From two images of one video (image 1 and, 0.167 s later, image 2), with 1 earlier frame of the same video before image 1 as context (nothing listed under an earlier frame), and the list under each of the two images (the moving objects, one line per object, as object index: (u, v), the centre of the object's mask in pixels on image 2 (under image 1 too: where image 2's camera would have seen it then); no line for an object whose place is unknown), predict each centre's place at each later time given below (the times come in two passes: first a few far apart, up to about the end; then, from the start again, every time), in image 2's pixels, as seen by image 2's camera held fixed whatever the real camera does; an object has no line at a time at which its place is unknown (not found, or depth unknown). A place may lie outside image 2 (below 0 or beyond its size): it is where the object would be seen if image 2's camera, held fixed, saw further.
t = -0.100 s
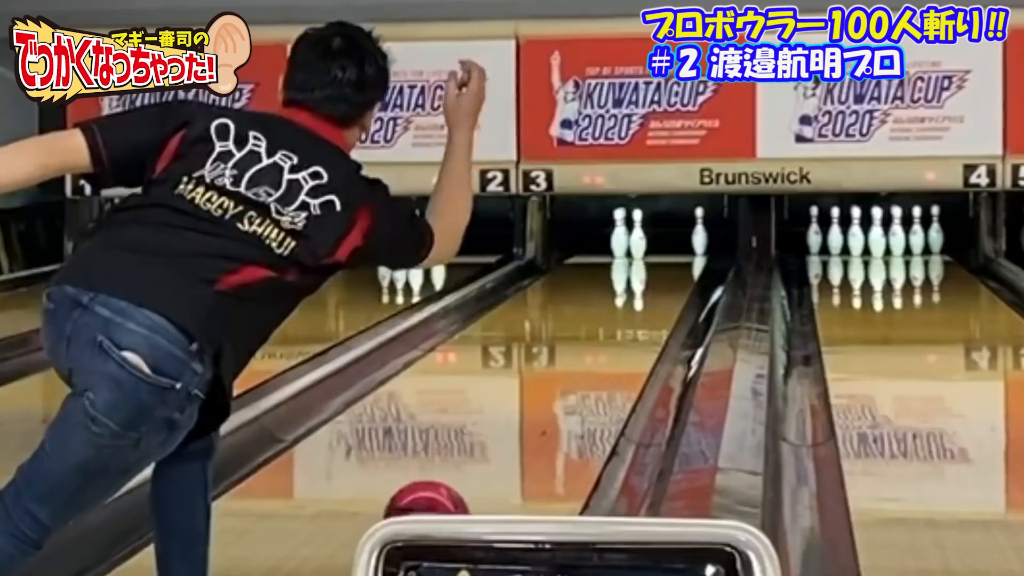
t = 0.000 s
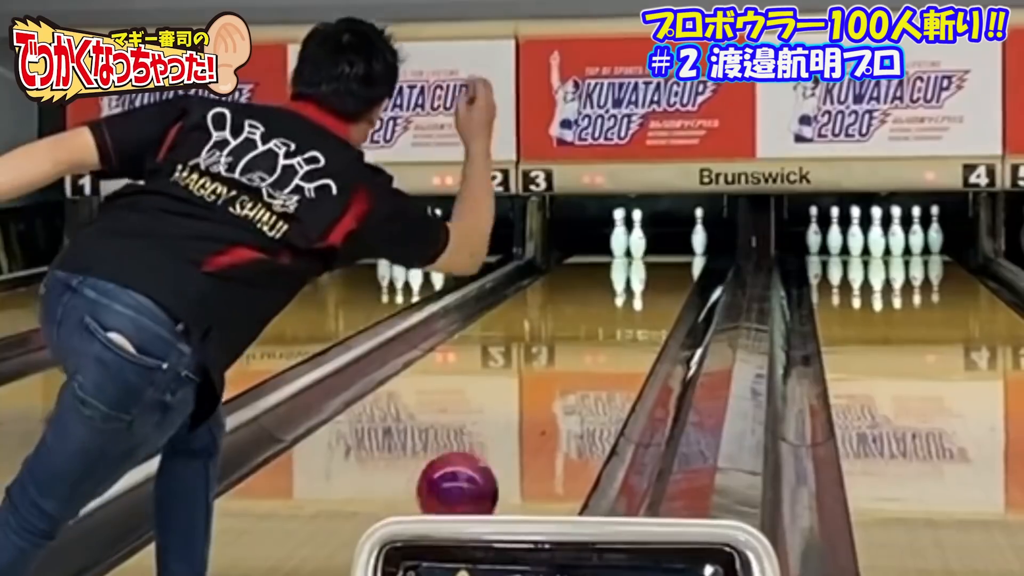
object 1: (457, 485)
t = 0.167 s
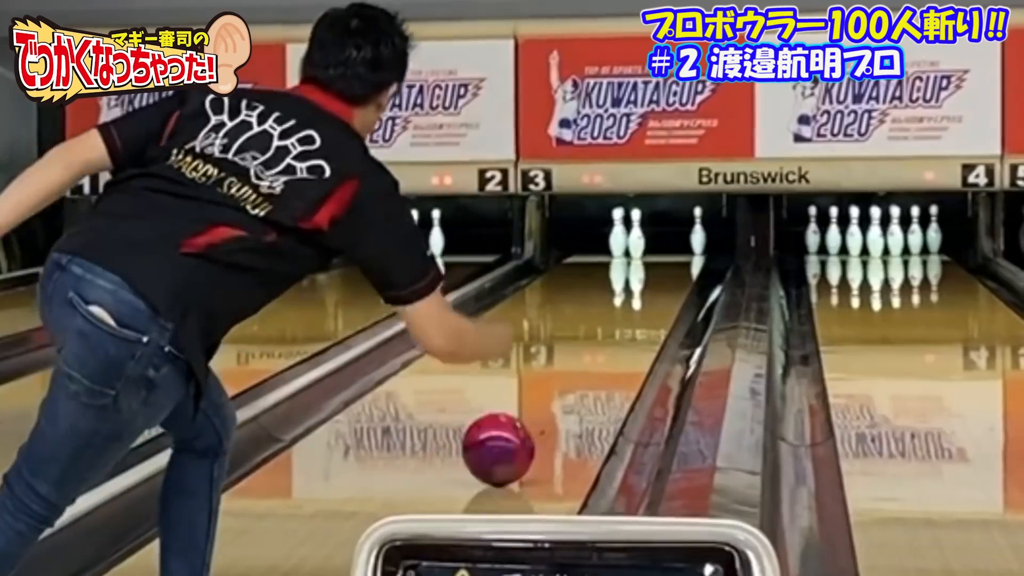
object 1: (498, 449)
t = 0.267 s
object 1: (518, 428)
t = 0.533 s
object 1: (561, 383)
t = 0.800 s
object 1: (591, 349)
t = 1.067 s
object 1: (613, 323)
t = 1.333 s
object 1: (629, 303)
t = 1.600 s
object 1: (640, 286)
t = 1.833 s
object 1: (647, 274)
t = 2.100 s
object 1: (649, 262)
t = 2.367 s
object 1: (645, 254)
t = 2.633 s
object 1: (637, 246)
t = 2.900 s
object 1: (629, 243)
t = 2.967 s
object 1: (634, 242)
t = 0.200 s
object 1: (506, 443)
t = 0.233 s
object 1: (512, 435)
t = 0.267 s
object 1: (518, 428)
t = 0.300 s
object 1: (524, 422)
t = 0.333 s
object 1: (530, 415)
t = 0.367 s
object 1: (536, 410)
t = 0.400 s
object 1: (541, 404)
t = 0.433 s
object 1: (547, 398)
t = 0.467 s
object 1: (551, 393)
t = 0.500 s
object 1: (556, 388)
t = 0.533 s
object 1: (561, 383)
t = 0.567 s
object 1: (565, 378)
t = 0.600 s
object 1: (570, 373)
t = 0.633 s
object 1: (573, 369)
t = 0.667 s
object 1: (577, 364)
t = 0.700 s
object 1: (581, 361)
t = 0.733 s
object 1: (585, 357)
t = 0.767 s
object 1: (588, 353)
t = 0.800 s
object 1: (591, 349)
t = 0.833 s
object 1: (595, 345)
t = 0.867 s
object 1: (598, 342)
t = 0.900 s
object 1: (600, 338)
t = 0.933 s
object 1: (603, 335)
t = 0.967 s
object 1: (605, 332)
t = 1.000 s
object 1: (608, 328)
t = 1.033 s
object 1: (610, 326)
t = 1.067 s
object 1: (613, 323)
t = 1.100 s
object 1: (615, 320)
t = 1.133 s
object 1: (618, 318)
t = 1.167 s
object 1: (620, 316)
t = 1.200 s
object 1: (622, 312)
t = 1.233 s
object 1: (624, 310)
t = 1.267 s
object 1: (625, 308)
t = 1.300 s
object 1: (627, 306)
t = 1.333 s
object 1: (629, 303)
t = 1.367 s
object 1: (630, 301)
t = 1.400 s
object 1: (632, 298)
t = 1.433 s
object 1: (633, 296)
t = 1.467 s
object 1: (635, 294)
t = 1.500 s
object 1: (637, 293)
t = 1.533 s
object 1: (638, 291)
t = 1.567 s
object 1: (639, 289)
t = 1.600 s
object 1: (640, 286)
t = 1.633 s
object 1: (641, 285)
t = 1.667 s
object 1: (642, 283)
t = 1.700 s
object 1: (643, 281)
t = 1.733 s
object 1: (644, 280)
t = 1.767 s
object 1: (644, 279)
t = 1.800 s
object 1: (645, 277)
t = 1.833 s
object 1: (647, 274)
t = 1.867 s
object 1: (648, 272)
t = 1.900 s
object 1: (648, 271)
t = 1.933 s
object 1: (647, 269)
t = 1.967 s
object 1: (648, 268)
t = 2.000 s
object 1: (649, 268)
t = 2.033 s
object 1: (650, 266)
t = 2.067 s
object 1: (649, 265)
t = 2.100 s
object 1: (649, 262)
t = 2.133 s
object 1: (649, 262)
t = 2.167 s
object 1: (649, 260)
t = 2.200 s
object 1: (649, 259)
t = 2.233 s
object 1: (649, 259)
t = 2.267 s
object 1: (648, 258)
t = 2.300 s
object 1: (647, 256)
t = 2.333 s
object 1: (646, 254)
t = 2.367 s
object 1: (645, 254)
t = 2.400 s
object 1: (645, 253)
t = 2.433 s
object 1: (644, 252)
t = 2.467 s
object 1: (642, 250)
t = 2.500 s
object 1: (640, 250)
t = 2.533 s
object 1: (638, 250)
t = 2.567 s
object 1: (638, 248)
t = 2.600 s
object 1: (638, 247)
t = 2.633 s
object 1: (637, 246)
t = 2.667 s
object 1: (635, 245)
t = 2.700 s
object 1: (633, 245)
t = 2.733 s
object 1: (630, 244)
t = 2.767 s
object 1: (631, 244)
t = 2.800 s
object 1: (632, 243)
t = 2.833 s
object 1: (631, 242)
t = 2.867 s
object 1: (630, 242)
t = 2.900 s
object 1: (629, 243)
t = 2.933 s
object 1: (632, 242)
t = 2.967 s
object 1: (634, 242)
